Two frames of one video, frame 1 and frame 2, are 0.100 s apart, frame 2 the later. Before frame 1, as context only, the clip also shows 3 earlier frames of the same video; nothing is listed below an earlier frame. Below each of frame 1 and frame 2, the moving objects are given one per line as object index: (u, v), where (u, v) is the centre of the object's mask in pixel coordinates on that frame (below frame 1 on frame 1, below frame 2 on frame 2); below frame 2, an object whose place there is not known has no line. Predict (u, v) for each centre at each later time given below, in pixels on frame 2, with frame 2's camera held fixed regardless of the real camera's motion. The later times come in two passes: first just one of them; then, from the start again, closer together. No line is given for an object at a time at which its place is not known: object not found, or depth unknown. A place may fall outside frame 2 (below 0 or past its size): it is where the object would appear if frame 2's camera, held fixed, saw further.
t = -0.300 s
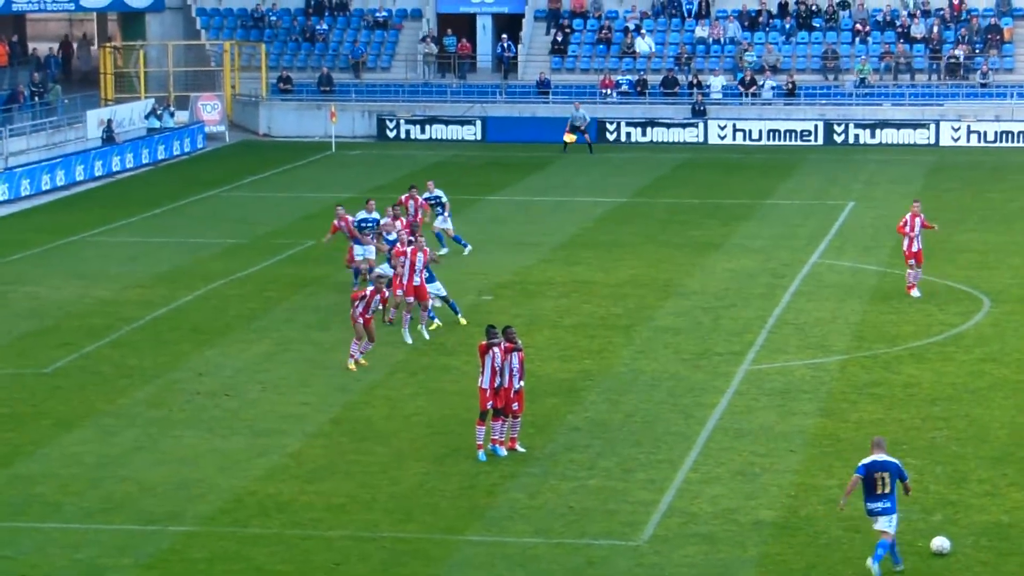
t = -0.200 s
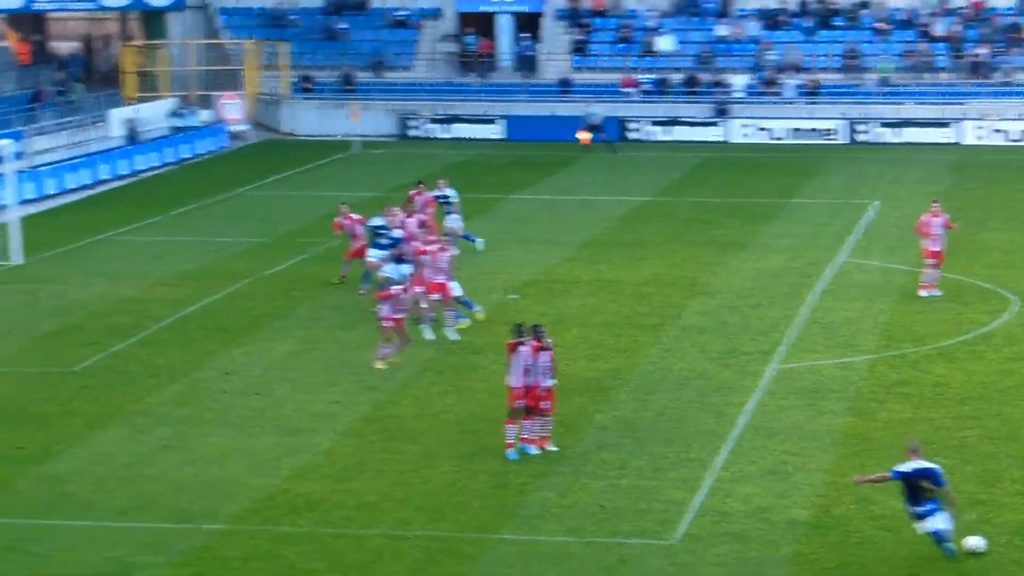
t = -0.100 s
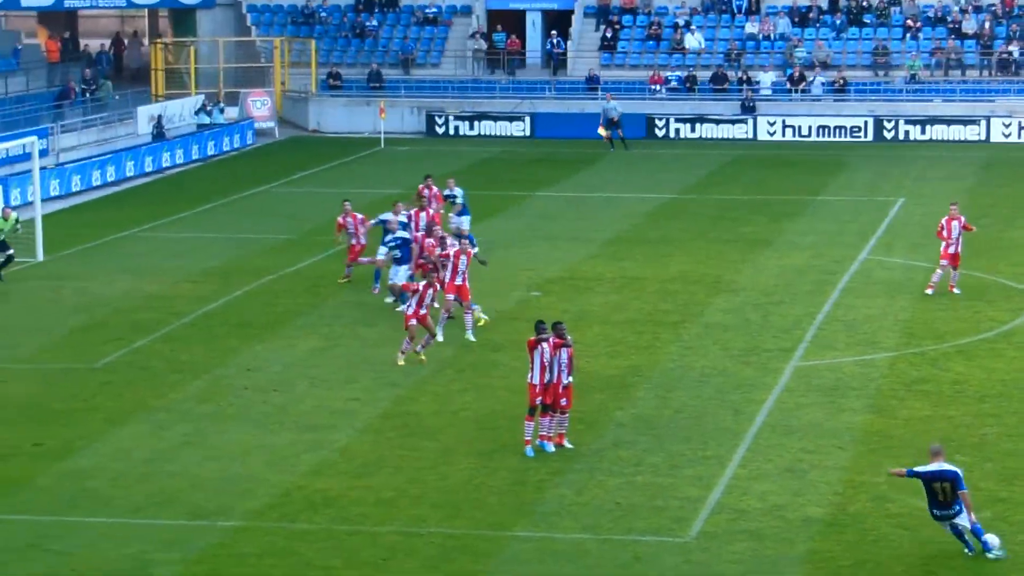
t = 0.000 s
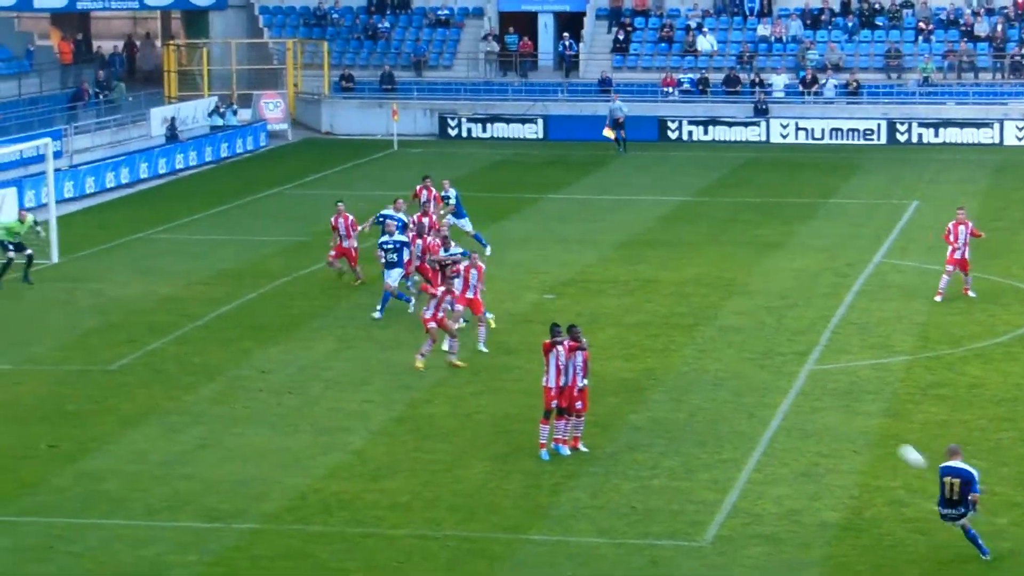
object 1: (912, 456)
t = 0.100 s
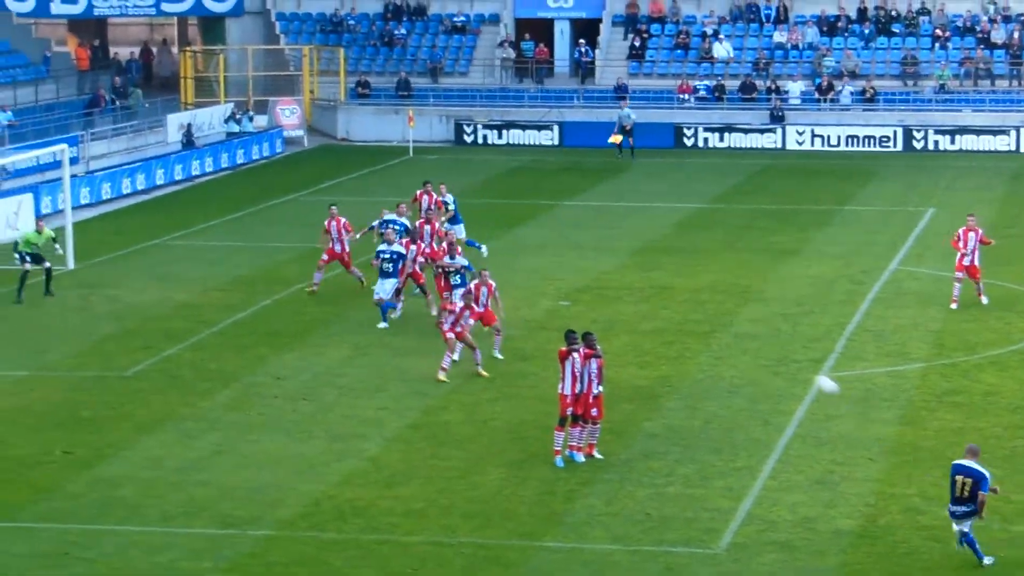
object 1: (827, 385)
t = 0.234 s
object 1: (707, 313)
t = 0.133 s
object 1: (794, 363)
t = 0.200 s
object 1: (736, 328)
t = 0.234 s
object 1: (707, 313)
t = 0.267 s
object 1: (679, 299)
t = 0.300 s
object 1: (652, 288)
